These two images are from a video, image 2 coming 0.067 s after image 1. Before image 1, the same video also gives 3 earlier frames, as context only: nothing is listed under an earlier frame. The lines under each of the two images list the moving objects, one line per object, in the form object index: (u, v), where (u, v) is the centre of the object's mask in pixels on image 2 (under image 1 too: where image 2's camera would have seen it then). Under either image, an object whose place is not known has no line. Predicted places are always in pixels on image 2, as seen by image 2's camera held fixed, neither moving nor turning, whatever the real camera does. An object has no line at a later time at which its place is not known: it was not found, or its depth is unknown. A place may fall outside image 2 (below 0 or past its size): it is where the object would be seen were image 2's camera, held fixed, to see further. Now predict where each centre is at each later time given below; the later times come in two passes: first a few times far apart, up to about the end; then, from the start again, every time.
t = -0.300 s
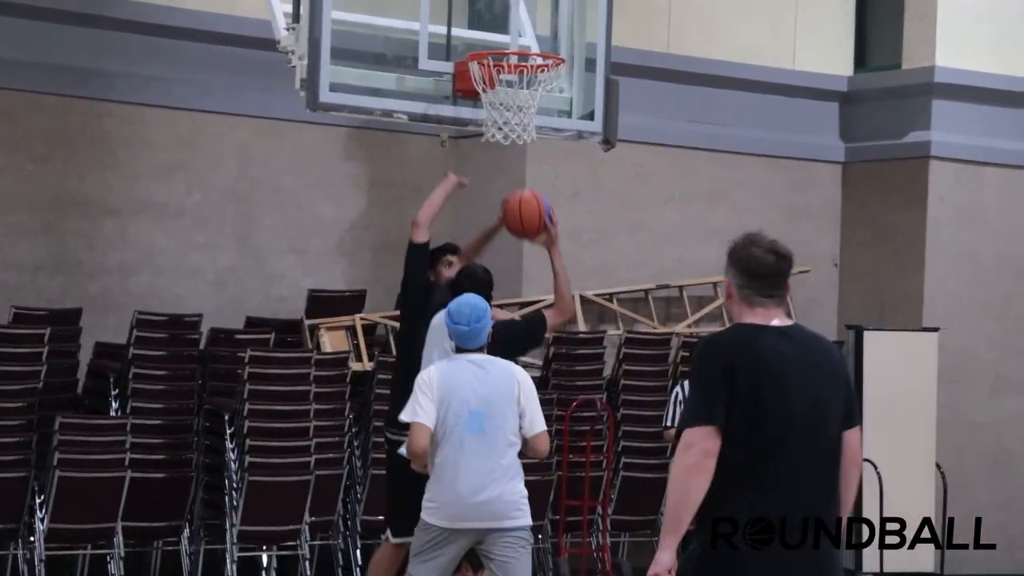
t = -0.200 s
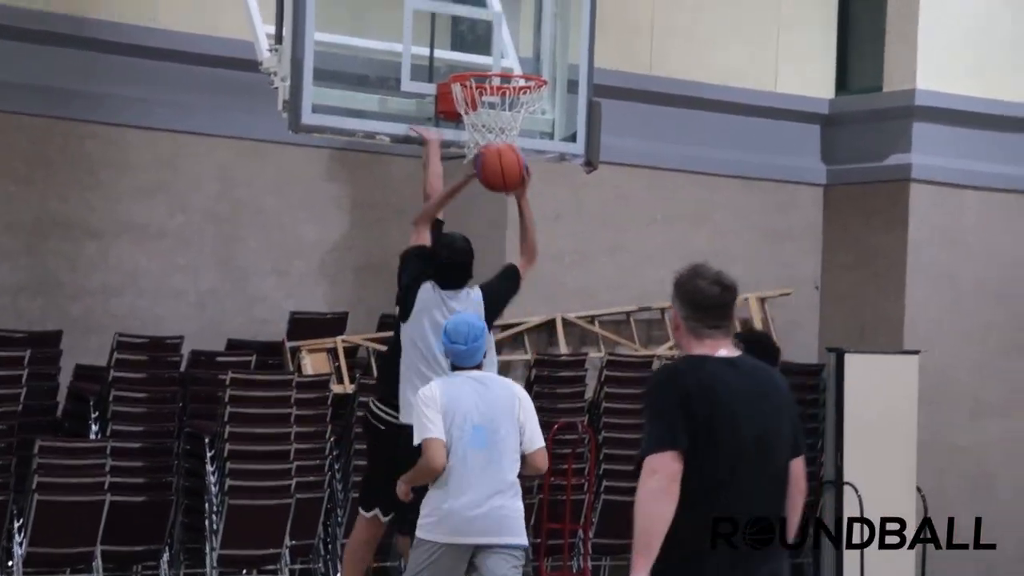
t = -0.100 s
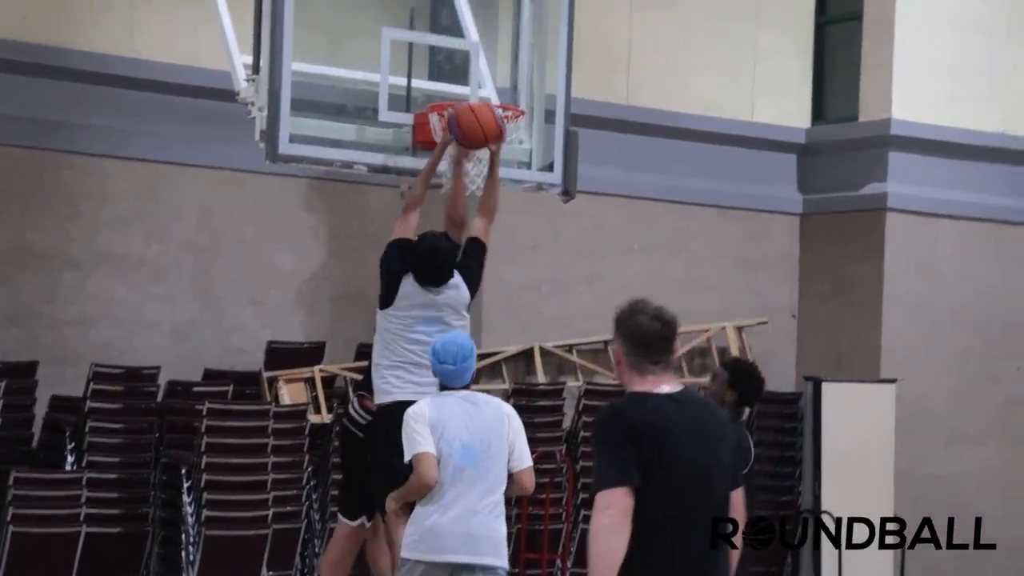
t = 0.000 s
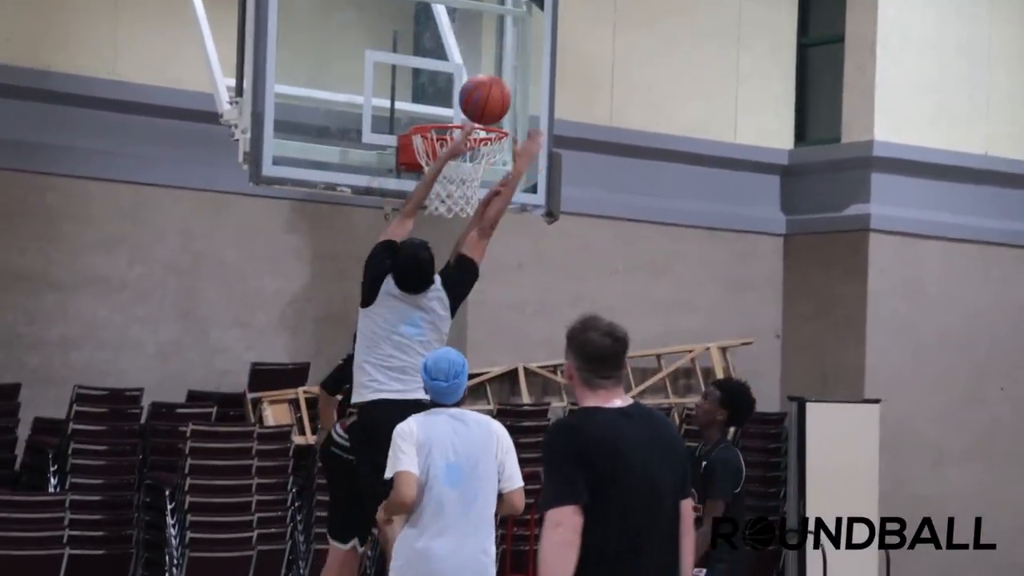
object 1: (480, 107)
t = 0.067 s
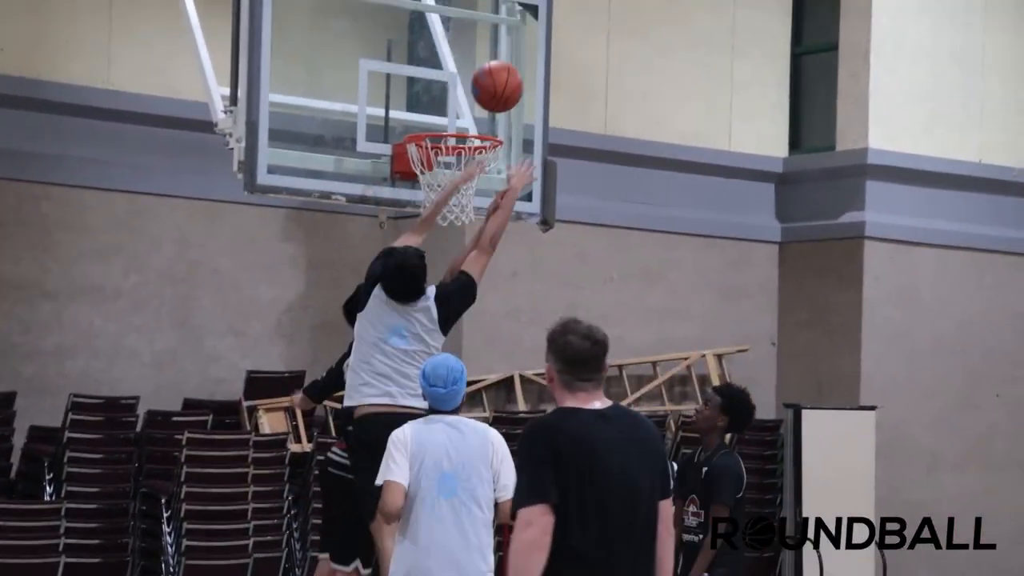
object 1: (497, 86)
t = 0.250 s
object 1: (545, 76)
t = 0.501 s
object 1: (611, 179)
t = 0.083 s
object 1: (501, 83)
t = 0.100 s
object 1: (505, 80)
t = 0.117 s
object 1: (510, 77)
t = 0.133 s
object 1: (514, 75)
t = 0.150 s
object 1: (518, 74)
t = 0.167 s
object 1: (522, 73)
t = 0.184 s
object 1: (527, 72)
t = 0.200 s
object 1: (531, 73)
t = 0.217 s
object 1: (536, 74)
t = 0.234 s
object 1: (540, 74)
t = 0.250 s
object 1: (545, 76)
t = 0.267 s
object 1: (549, 78)
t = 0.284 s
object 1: (554, 82)
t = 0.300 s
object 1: (558, 86)
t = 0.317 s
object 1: (563, 90)
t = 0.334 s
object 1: (567, 95)
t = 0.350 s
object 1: (572, 101)
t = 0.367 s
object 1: (576, 107)
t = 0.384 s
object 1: (580, 114)
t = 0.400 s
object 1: (585, 121)
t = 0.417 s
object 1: (590, 130)
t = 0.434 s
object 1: (594, 138)
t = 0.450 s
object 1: (598, 148)
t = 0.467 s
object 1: (603, 158)
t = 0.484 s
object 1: (607, 168)
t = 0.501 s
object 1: (611, 179)
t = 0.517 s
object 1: (616, 191)
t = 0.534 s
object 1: (620, 204)
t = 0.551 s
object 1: (625, 217)
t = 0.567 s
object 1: (629, 231)
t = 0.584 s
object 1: (633, 245)
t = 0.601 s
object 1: (637, 261)
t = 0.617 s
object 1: (641, 277)
